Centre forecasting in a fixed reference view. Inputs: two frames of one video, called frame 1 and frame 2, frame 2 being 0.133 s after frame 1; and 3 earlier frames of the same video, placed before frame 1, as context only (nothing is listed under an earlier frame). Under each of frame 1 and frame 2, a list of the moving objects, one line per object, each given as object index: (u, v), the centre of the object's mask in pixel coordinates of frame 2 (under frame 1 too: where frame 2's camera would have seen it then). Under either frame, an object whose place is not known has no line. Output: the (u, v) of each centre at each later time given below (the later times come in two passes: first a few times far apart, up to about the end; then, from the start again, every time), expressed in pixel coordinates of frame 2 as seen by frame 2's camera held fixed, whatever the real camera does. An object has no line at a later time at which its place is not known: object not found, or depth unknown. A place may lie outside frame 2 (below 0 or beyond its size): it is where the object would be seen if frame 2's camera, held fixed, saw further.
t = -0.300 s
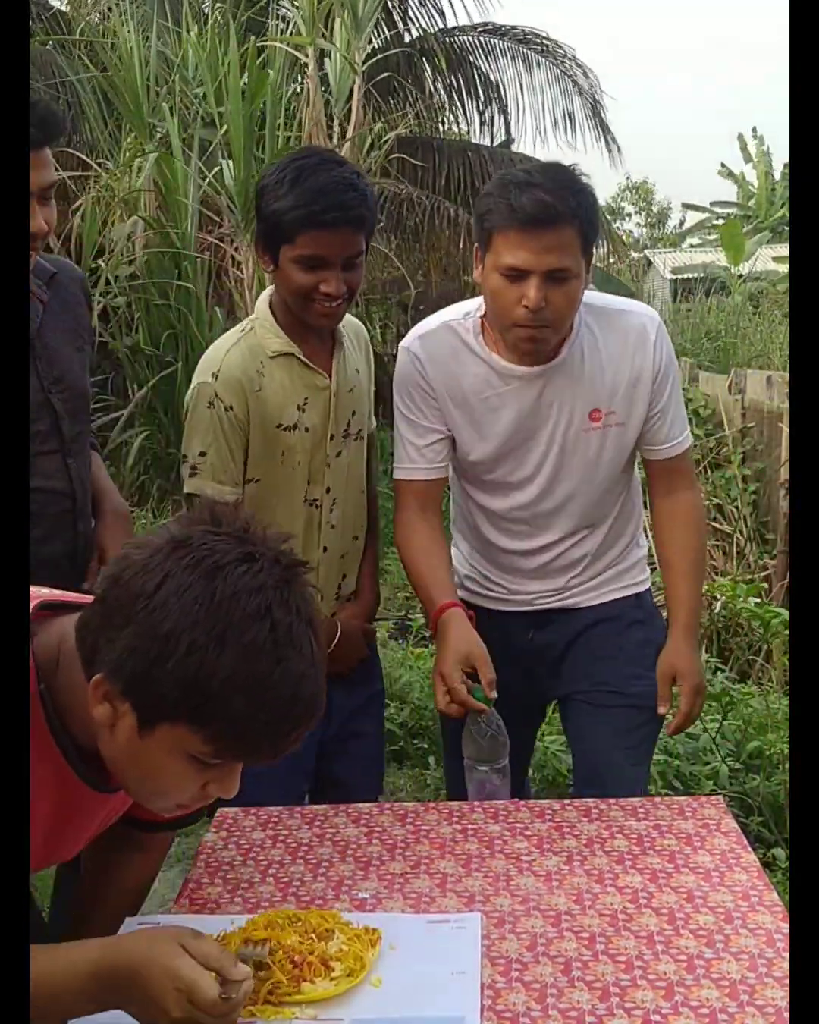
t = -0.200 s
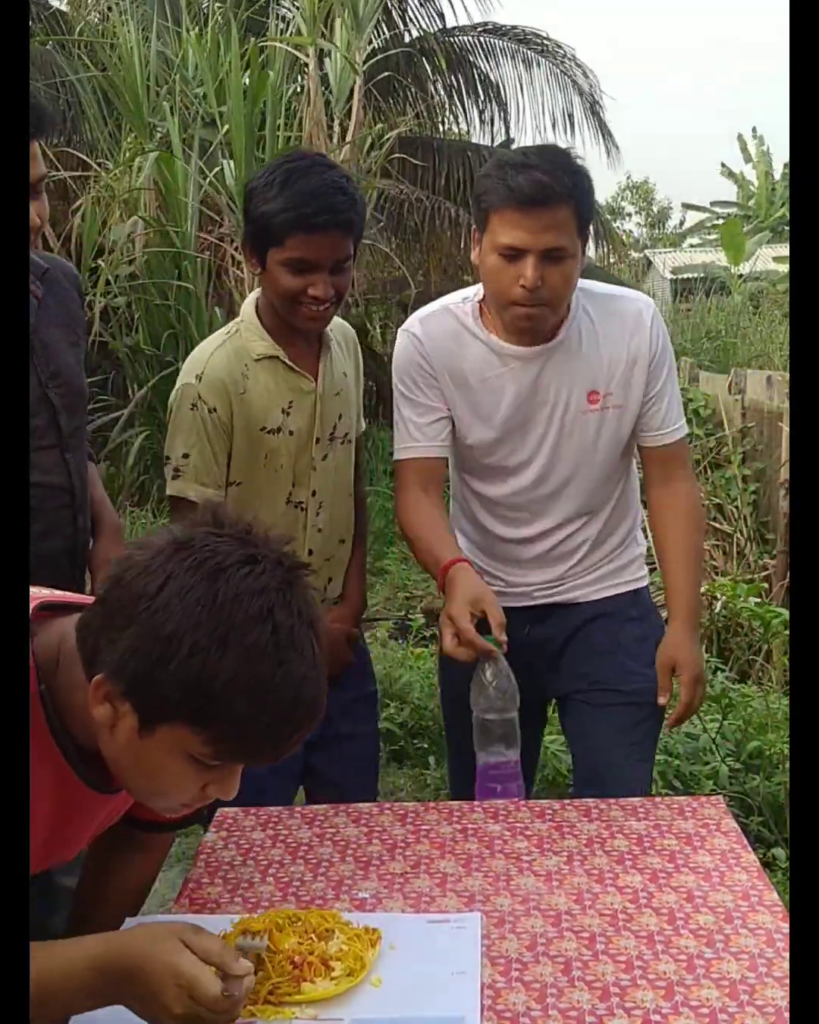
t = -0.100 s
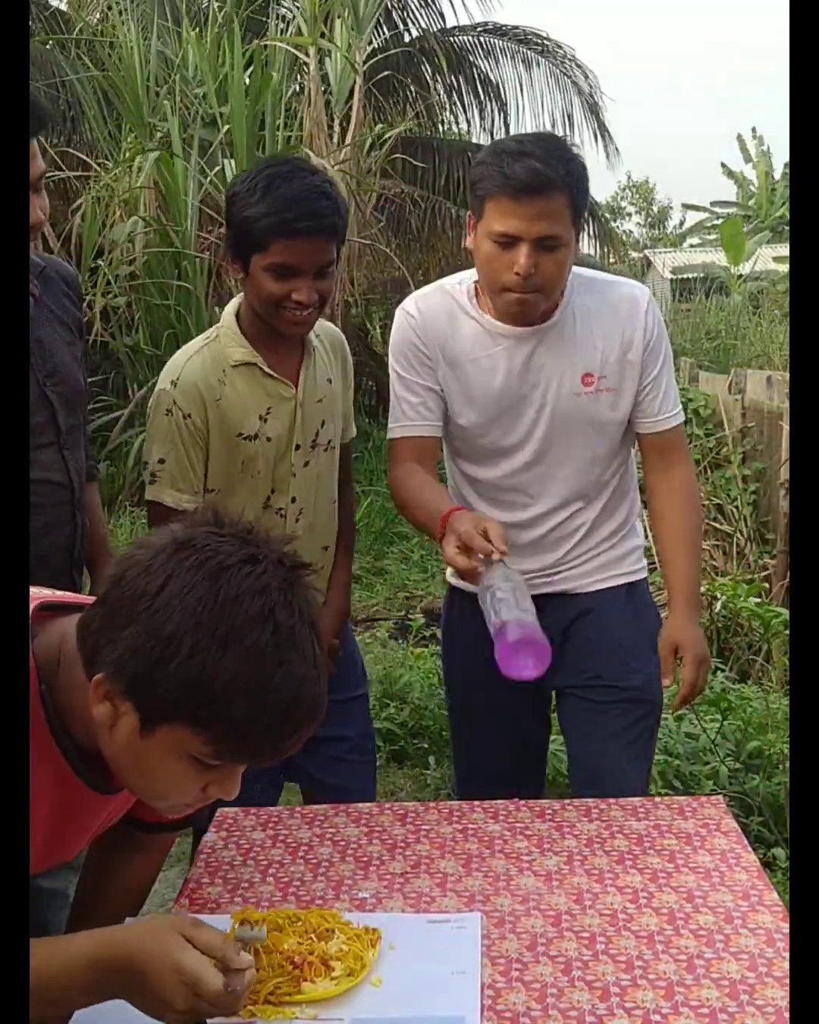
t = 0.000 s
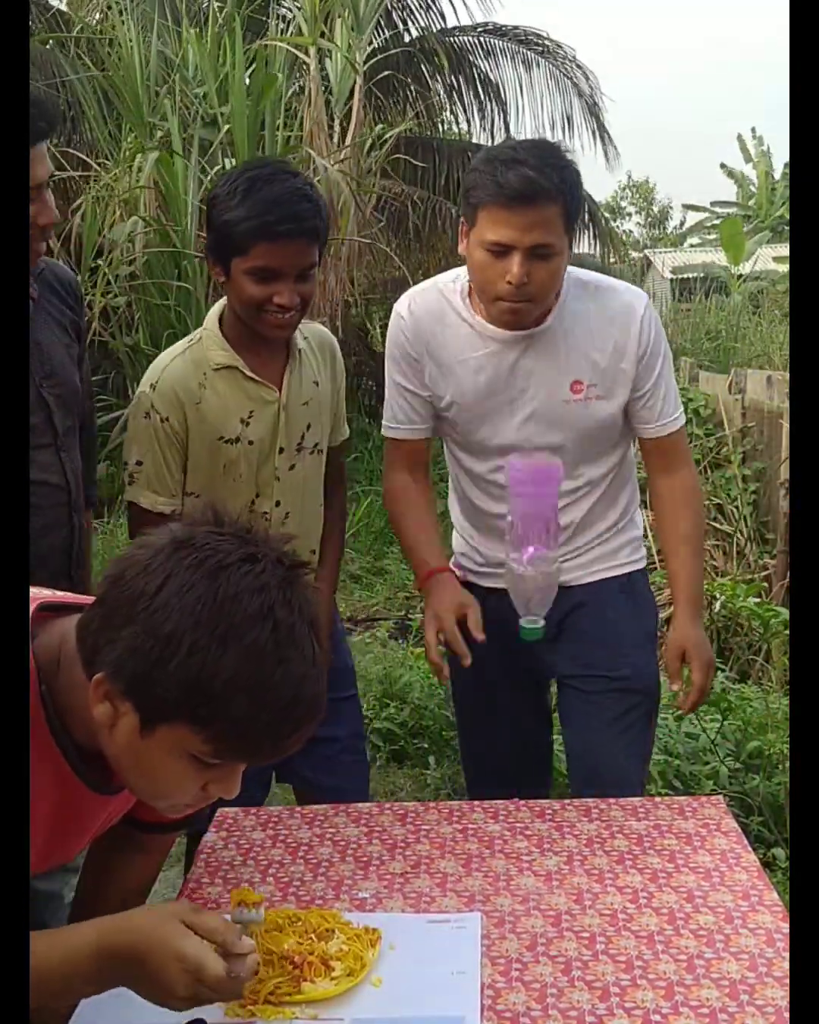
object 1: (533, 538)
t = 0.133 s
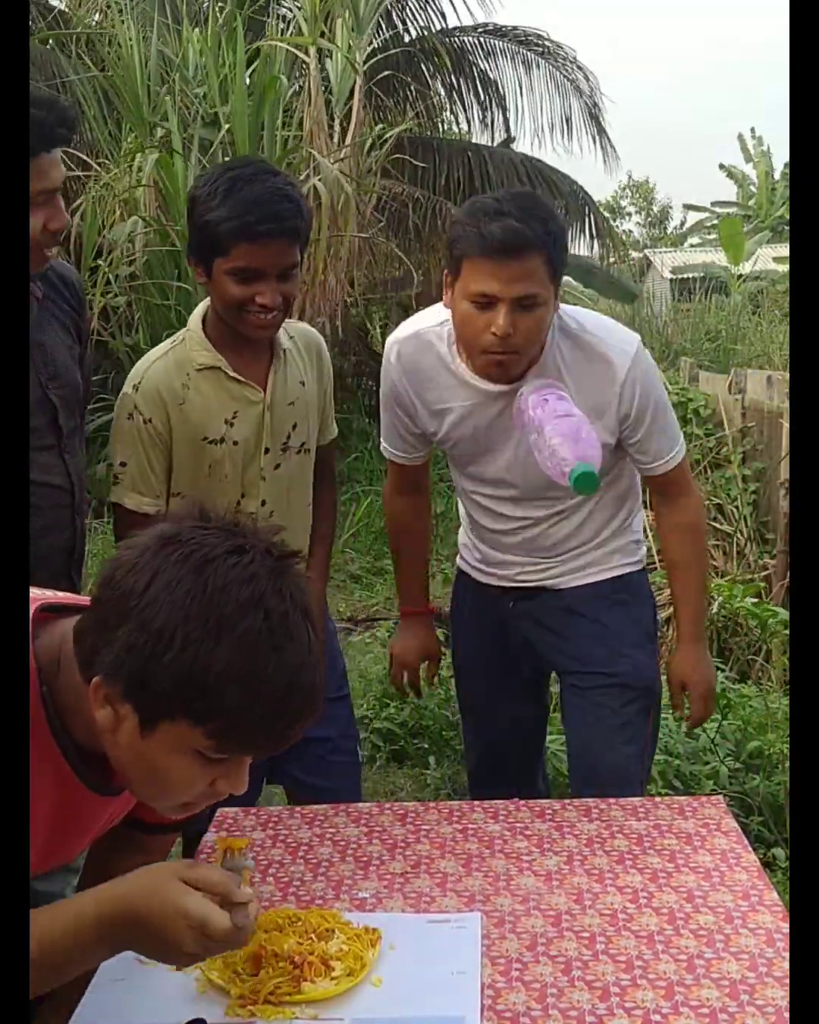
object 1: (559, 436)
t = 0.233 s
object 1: (580, 473)
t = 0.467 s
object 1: (640, 804)
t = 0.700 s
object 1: (678, 927)
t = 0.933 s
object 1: (684, 928)
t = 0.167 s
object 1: (565, 436)
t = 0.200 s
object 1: (571, 448)
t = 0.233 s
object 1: (580, 473)
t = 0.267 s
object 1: (588, 506)
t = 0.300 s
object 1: (598, 551)
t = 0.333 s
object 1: (606, 607)
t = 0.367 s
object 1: (615, 676)
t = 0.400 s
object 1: (624, 754)
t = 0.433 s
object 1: (634, 793)
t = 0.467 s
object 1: (640, 804)
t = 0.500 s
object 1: (646, 818)
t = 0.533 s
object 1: (650, 835)
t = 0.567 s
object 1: (655, 856)
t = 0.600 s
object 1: (662, 884)
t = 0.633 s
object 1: (671, 924)
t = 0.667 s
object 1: (675, 922)
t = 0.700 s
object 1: (678, 927)
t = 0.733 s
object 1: (679, 927)
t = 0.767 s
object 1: (679, 927)
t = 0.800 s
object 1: (679, 927)
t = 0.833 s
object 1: (680, 927)
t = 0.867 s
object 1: (682, 928)
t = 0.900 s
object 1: (683, 928)
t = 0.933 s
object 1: (684, 928)
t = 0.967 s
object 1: (685, 928)
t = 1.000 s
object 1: (685, 928)
